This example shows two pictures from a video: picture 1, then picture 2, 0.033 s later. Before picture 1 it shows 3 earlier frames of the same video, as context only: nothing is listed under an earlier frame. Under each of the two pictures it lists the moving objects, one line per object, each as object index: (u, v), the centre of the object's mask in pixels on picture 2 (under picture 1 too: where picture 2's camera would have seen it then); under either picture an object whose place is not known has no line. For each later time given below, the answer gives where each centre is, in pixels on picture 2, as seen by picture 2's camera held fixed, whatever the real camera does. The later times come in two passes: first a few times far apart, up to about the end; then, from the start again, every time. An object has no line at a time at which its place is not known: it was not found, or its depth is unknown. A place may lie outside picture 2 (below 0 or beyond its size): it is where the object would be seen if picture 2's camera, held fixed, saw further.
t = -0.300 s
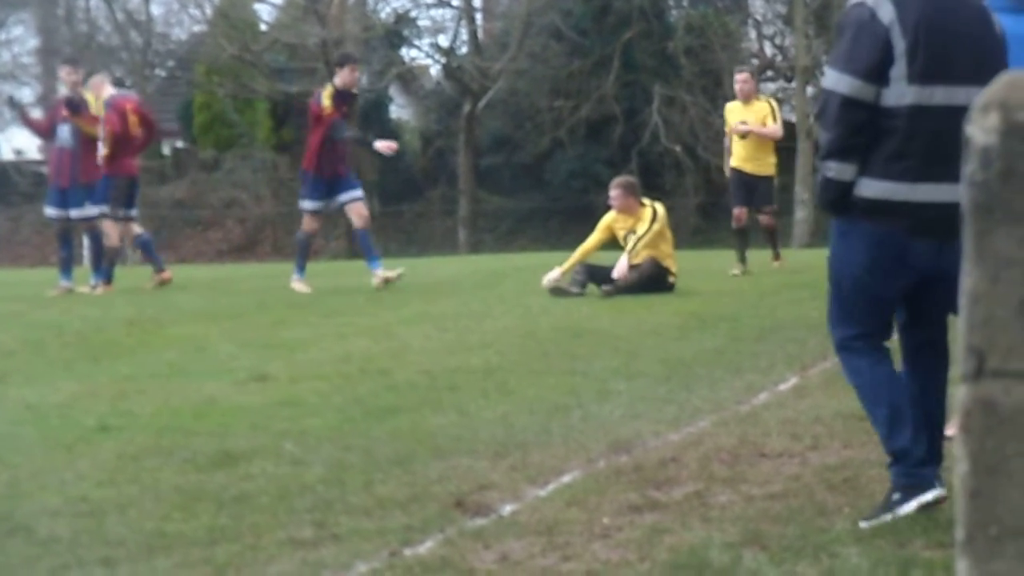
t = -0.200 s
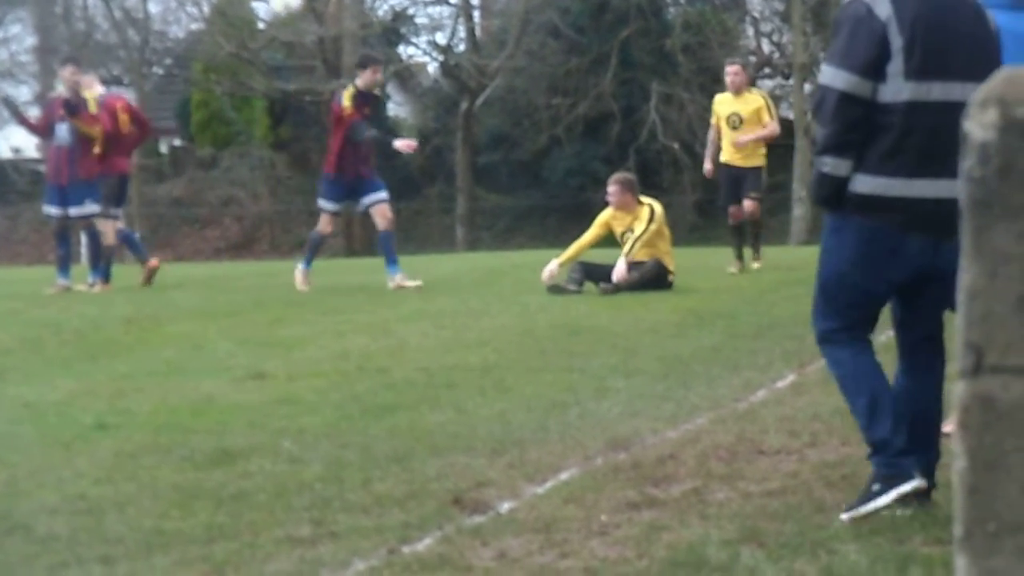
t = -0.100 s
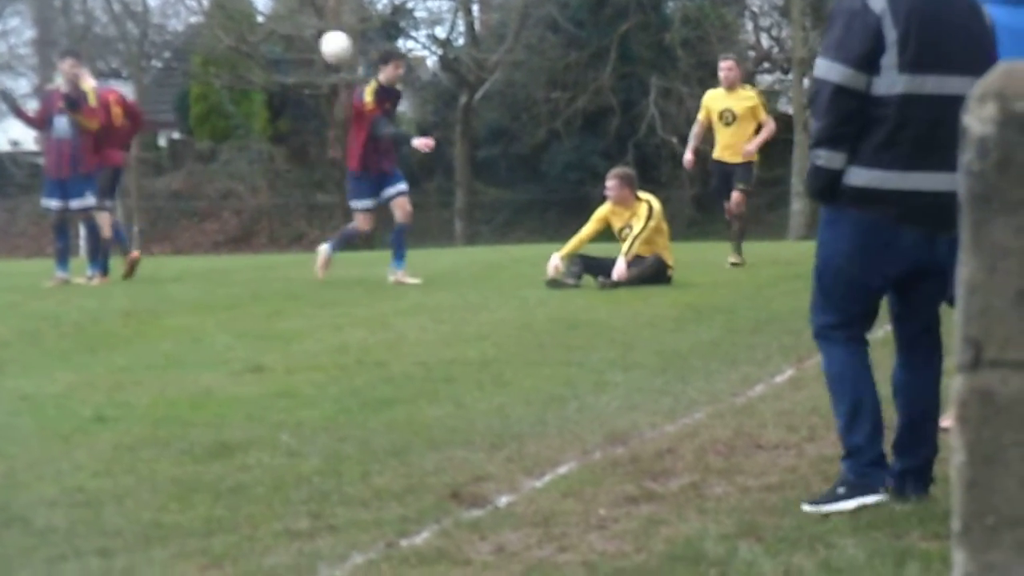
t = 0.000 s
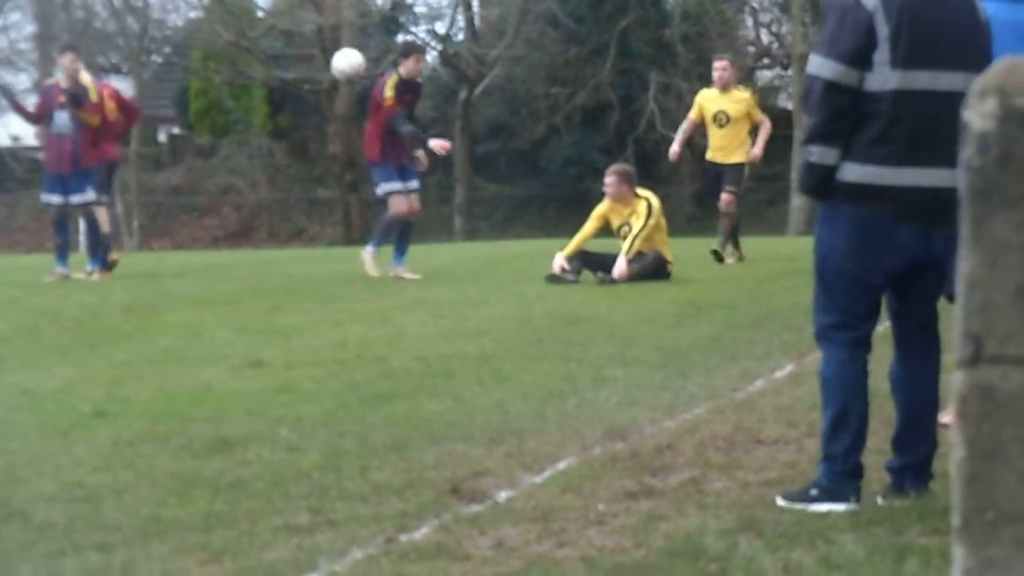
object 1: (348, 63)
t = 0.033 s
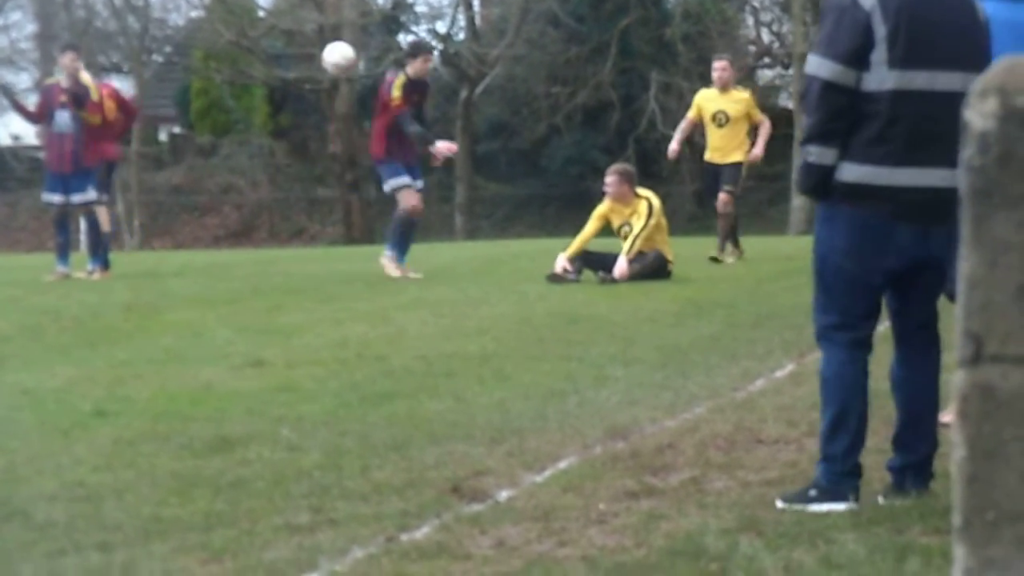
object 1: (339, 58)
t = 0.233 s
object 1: (276, 55)
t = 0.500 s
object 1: (195, 138)
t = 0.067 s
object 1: (328, 53)
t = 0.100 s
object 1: (318, 51)
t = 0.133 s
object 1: (307, 49)
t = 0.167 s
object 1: (297, 49)
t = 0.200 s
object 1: (286, 51)
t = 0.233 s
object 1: (276, 55)
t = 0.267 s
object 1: (266, 60)
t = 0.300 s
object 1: (256, 66)
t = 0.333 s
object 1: (245, 74)
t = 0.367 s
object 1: (235, 84)
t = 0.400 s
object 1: (225, 95)
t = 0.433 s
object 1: (215, 107)
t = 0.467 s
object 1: (205, 122)
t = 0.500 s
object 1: (195, 138)
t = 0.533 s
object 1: (184, 155)
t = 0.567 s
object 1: (174, 175)
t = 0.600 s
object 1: (165, 195)
